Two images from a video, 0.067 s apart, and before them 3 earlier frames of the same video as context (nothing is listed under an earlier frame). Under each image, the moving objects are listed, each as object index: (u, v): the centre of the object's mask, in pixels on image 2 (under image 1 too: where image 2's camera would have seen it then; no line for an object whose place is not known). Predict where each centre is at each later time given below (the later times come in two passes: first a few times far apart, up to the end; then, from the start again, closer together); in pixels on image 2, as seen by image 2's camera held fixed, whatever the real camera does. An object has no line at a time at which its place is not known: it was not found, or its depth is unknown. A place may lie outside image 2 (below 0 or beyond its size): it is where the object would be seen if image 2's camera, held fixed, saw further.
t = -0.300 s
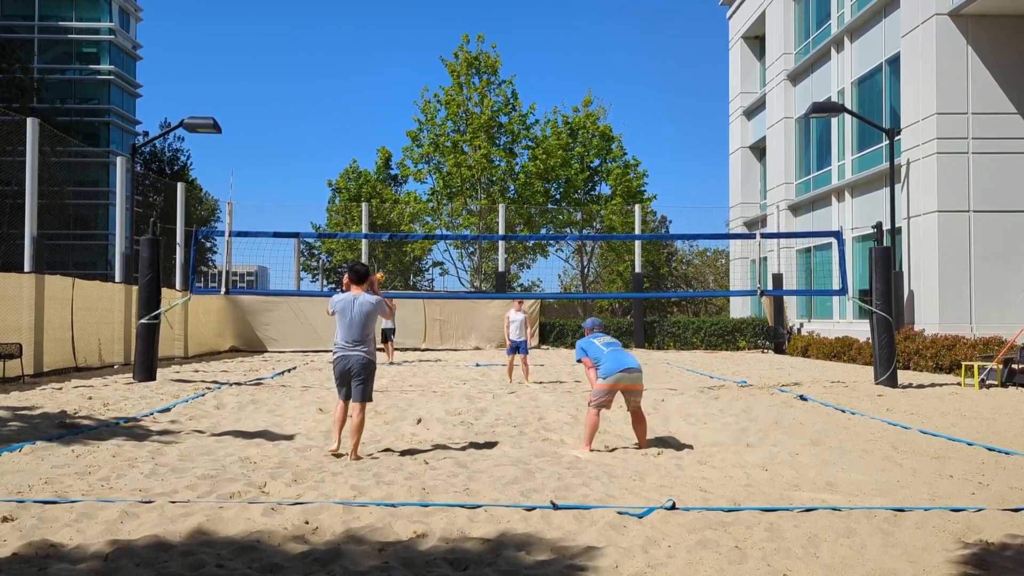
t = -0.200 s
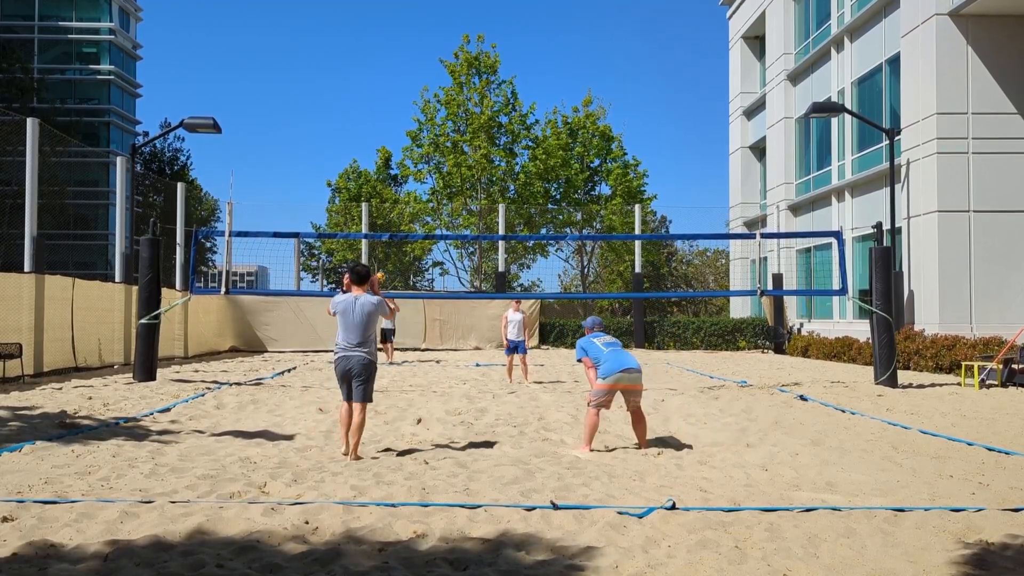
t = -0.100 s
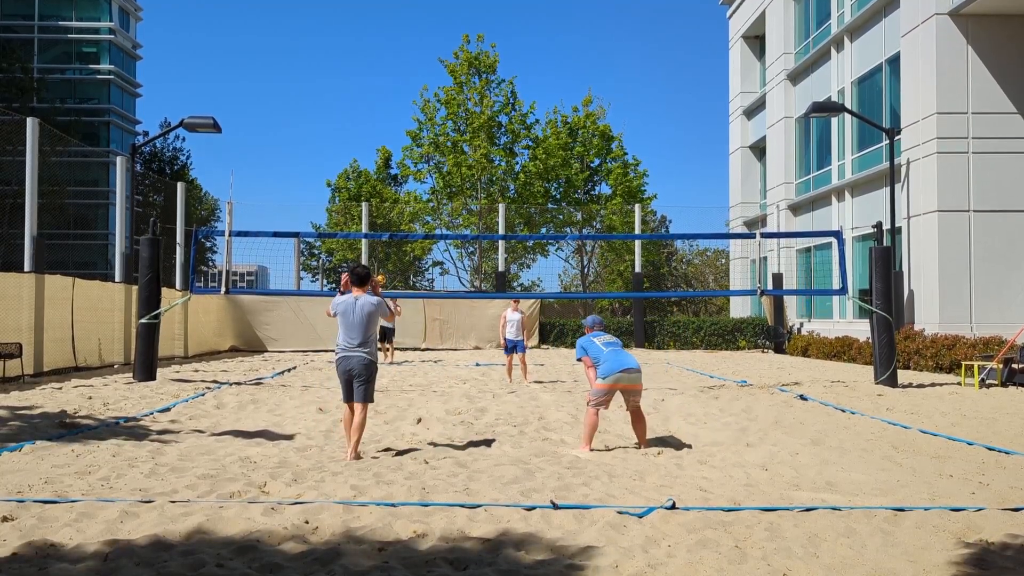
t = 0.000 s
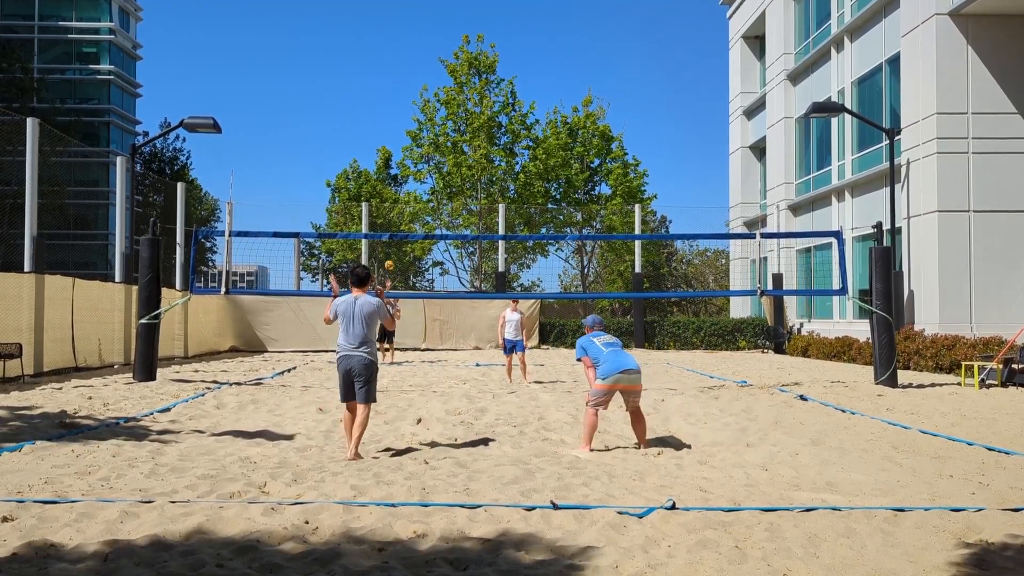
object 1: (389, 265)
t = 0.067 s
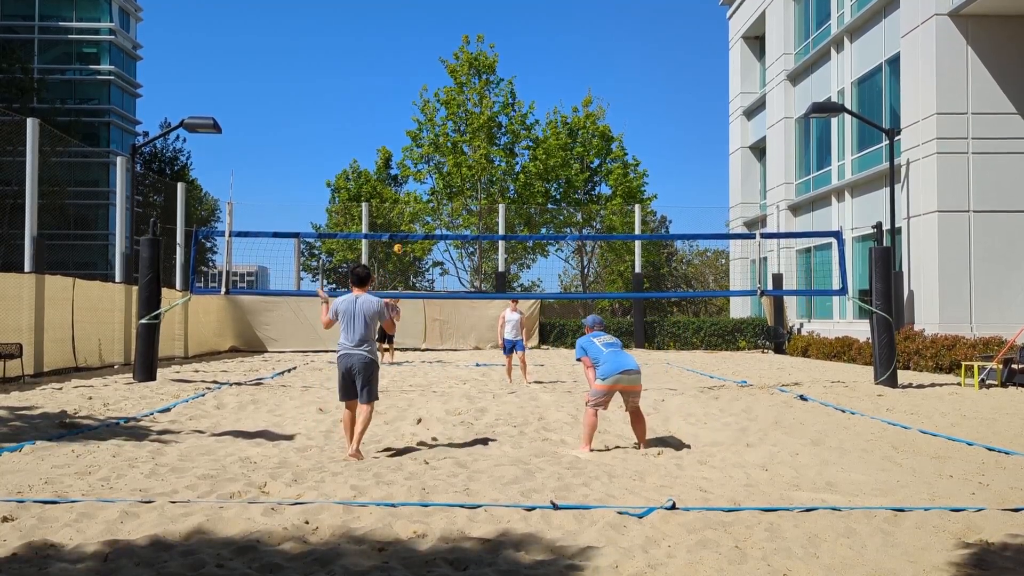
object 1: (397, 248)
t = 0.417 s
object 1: (446, 176)
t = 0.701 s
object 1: (493, 143)
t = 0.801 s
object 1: (514, 140)
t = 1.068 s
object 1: (582, 171)
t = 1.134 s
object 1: (604, 190)
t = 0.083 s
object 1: (400, 245)
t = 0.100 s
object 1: (403, 243)
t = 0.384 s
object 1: (441, 182)
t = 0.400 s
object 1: (444, 179)
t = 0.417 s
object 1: (446, 176)
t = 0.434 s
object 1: (448, 173)
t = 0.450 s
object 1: (451, 170)
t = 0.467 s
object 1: (454, 167)
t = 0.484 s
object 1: (456, 165)
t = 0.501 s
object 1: (459, 163)
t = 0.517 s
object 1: (462, 160)
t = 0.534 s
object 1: (465, 158)
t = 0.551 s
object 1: (467, 156)
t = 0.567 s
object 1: (470, 154)
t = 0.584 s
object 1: (472, 152)
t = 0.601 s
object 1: (475, 150)
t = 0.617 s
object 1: (479, 149)
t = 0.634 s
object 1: (481, 147)
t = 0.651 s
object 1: (484, 146)
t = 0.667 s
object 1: (488, 145)
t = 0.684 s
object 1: (491, 144)
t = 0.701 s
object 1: (493, 143)
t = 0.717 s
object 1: (497, 142)
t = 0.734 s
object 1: (500, 141)
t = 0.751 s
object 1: (503, 141)
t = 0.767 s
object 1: (507, 141)
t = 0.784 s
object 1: (510, 141)
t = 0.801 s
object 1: (514, 140)
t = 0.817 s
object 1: (518, 141)
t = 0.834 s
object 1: (522, 141)
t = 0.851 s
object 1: (525, 142)
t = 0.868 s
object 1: (529, 142)
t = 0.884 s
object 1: (532, 143)
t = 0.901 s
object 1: (537, 144)
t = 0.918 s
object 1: (541, 146)
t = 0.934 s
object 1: (545, 148)
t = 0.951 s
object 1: (549, 150)
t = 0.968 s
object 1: (554, 152)
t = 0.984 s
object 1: (558, 156)
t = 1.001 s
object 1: (563, 159)
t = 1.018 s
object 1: (567, 162)
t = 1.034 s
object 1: (572, 165)
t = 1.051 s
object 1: (577, 169)
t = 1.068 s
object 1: (582, 171)
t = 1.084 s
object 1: (587, 176)
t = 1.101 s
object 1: (592, 181)
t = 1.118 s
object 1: (597, 185)
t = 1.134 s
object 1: (604, 190)
